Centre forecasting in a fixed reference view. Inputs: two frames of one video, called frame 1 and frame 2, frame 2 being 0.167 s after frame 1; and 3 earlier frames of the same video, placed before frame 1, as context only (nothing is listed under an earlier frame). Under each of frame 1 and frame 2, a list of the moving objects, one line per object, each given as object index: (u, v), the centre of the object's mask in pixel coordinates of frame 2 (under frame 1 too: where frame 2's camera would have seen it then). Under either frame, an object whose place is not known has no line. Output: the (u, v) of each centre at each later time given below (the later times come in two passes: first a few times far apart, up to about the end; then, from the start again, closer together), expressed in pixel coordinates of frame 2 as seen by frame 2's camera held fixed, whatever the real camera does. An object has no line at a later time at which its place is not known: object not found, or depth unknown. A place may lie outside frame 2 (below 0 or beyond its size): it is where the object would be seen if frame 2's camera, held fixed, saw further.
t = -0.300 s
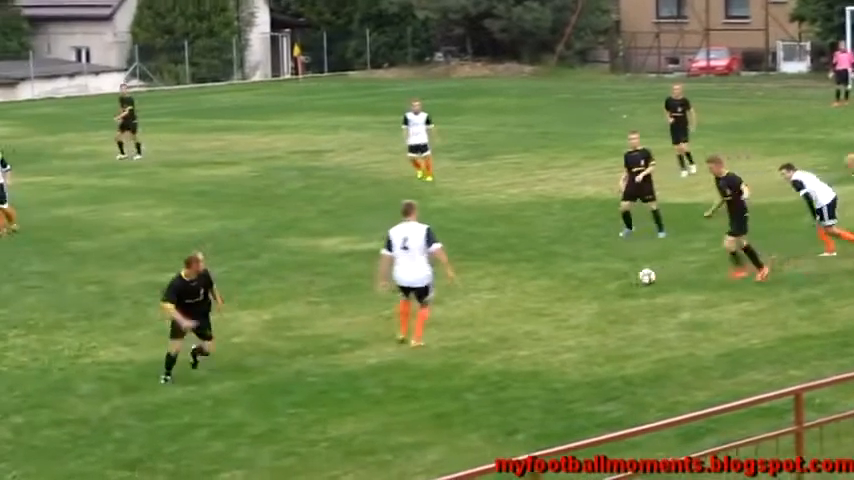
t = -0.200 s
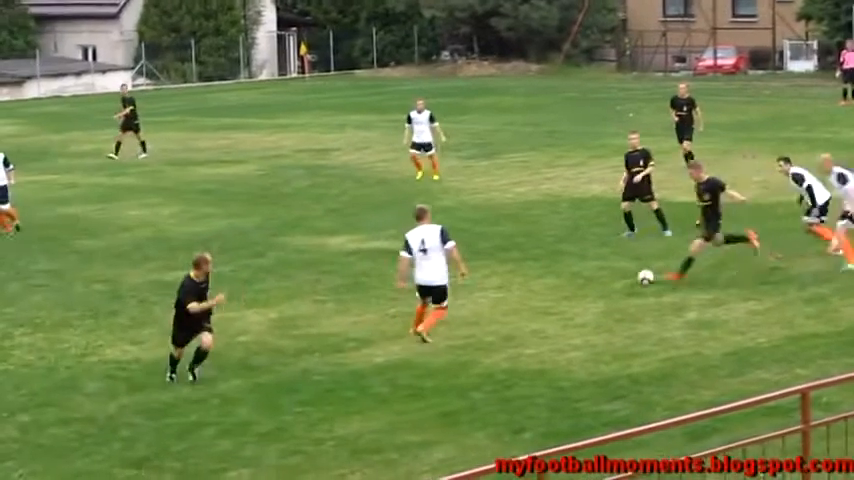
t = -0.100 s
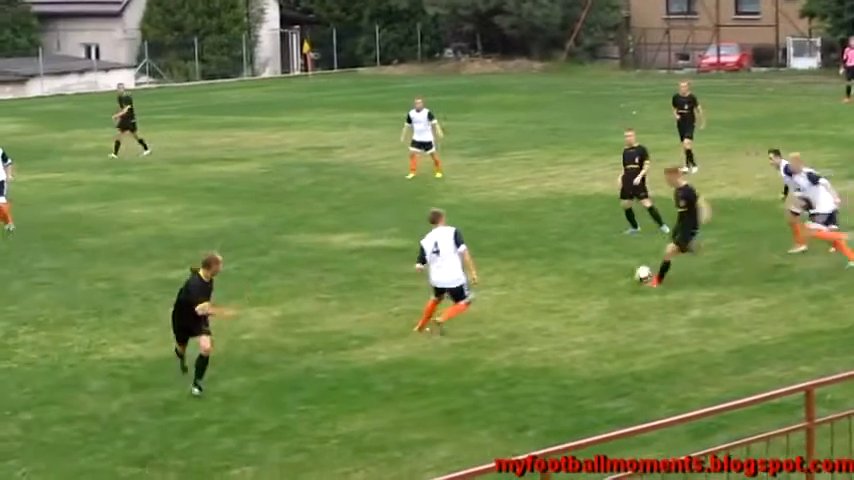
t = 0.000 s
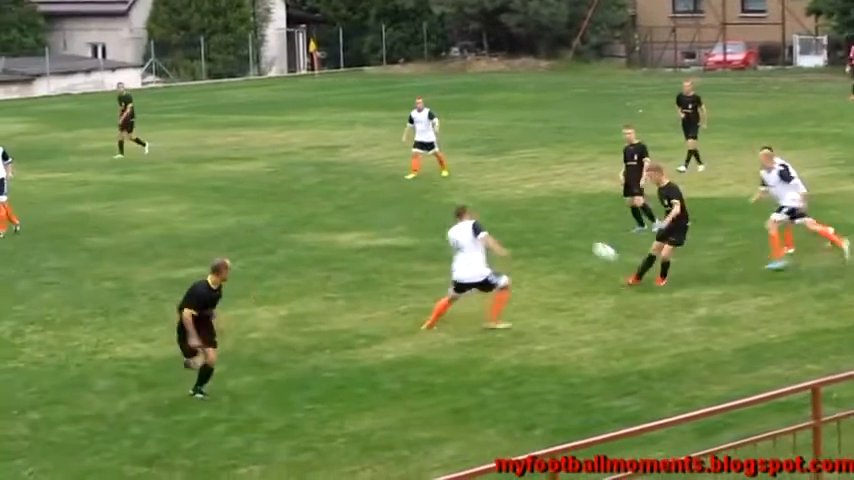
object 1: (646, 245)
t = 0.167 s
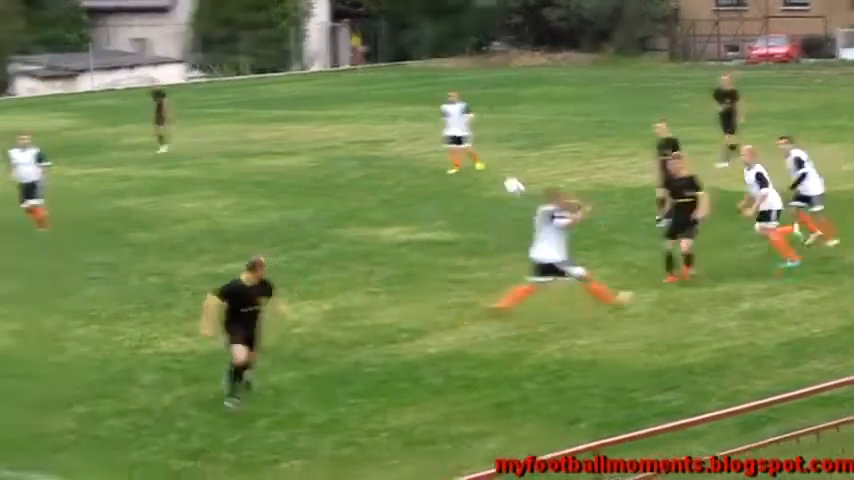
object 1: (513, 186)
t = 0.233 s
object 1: (460, 165)
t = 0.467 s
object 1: (263, 104)
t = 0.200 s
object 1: (486, 176)
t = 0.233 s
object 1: (460, 165)
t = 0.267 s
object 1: (432, 155)
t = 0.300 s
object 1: (404, 145)
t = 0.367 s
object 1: (347, 127)
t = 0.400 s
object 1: (318, 119)
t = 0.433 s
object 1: (291, 111)
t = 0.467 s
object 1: (263, 104)
